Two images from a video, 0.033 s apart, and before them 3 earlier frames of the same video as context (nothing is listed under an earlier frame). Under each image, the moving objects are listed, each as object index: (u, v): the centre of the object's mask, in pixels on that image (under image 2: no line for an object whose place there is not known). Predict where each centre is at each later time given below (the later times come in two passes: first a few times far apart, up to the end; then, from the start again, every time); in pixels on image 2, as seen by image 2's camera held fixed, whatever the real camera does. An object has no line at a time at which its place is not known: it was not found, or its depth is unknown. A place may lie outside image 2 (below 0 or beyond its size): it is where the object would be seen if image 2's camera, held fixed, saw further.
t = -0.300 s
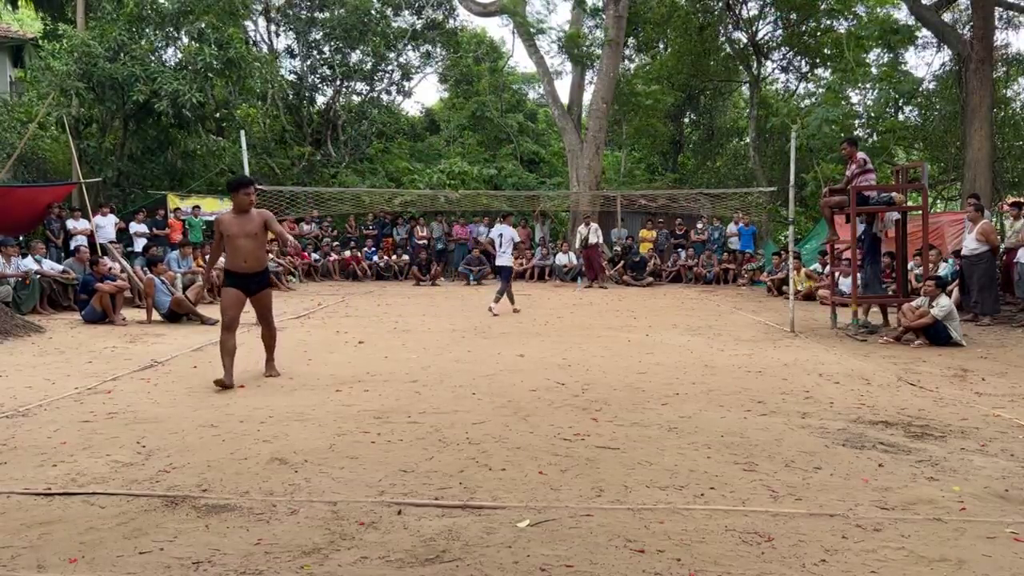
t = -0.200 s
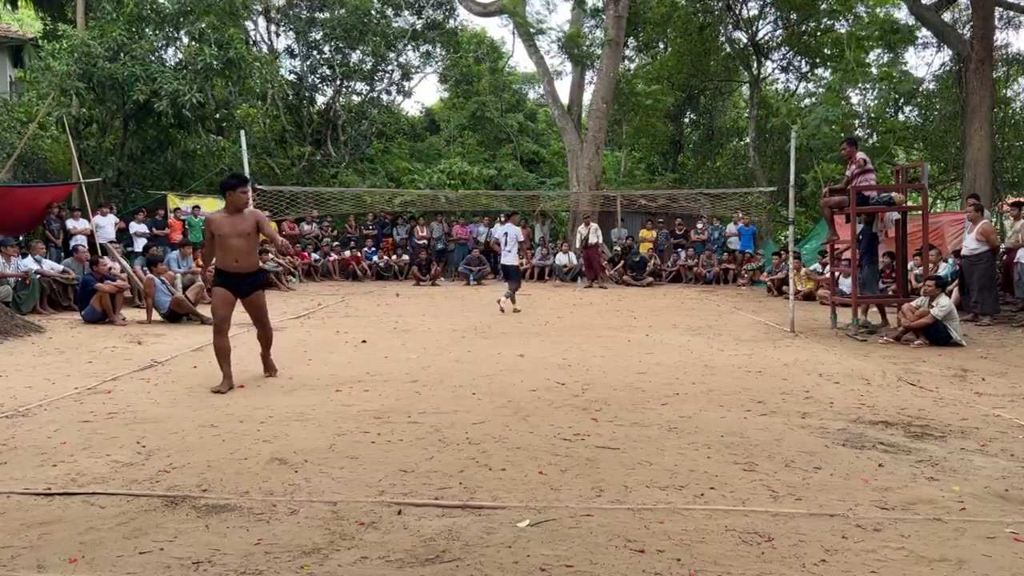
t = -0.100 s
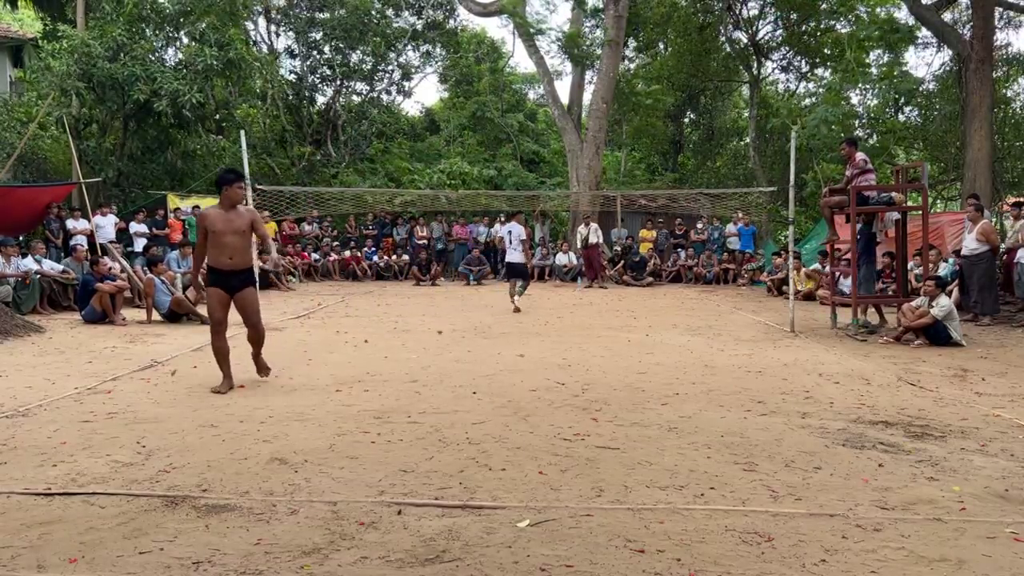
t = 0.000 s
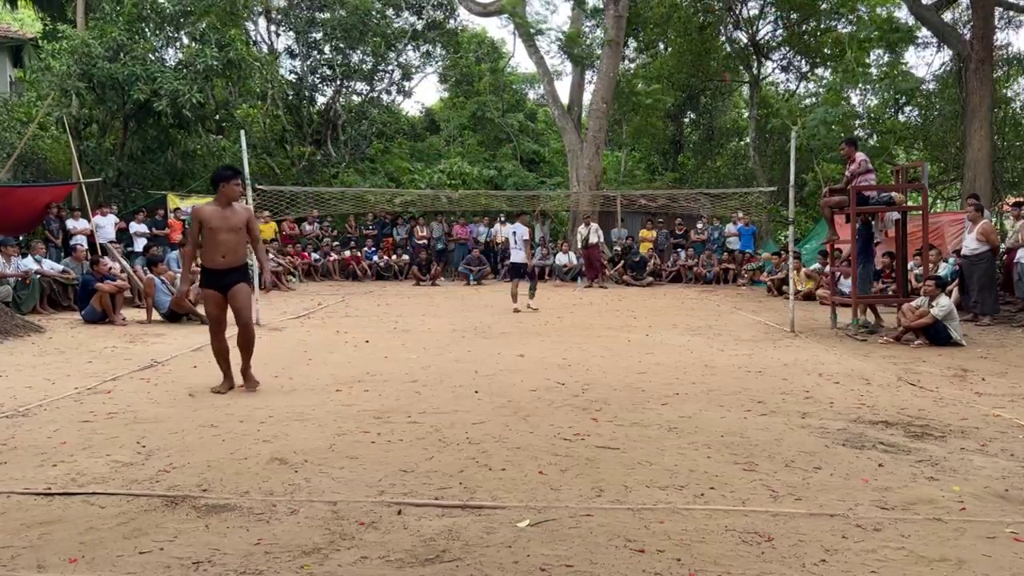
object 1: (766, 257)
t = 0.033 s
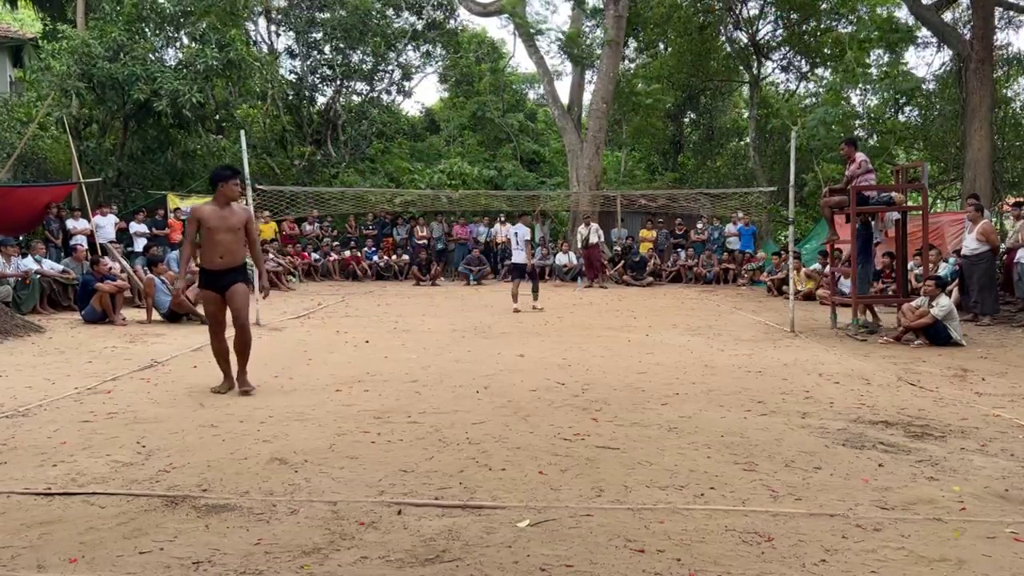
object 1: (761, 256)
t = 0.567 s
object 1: (679, 313)
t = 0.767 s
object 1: (663, 299)
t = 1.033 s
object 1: (641, 337)
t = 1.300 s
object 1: (616, 330)
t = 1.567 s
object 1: (592, 352)
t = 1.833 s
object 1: (568, 371)
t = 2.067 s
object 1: (550, 382)
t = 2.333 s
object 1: (524, 397)
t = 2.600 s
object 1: (501, 411)
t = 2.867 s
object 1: (479, 426)
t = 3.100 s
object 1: (456, 445)
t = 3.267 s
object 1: (438, 460)
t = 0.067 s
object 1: (757, 256)
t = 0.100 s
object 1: (751, 258)
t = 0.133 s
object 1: (746, 259)
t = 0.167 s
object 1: (740, 262)
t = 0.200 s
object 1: (735, 265)
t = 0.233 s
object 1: (730, 269)
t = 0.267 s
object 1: (724, 275)
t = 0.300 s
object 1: (717, 280)
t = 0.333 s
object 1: (712, 287)
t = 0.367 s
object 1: (706, 295)
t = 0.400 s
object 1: (700, 304)
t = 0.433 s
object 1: (694, 315)
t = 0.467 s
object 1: (688, 326)
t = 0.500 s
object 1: (685, 325)
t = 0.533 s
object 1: (682, 318)
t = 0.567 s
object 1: (679, 313)
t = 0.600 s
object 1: (677, 309)
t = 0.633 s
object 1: (674, 305)
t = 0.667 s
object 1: (671, 302)
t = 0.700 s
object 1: (669, 300)
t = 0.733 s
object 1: (666, 299)
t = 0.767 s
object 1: (663, 299)
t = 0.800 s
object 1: (660, 300)
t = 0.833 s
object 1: (657, 303)
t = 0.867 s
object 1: (655, 305)
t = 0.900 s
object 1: (652, 309)
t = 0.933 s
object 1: (649, 315)
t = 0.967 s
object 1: (646, 321)
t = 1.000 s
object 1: (643, 328)
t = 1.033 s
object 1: (641, 337)
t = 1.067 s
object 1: (637, 345)
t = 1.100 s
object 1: (634, 340)
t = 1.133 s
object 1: (631, 336)
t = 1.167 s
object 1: (628, 333)
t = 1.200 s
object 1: (625, 330)
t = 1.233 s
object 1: (623, 329)
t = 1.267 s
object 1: (619, 329)
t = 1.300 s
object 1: (616, 330)
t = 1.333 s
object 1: (613, 332)
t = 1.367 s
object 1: (610, 336)
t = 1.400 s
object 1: (607, 340)
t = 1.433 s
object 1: (604, 346)
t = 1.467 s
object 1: (601, 353)
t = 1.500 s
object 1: (598, 359)
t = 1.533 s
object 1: (595, 355)
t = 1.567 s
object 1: (592, 352)
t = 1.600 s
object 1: (589, 351)
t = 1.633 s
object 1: (586, 351)
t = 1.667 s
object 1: (583, 351)
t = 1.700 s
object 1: (580, 354)
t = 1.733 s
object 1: (577, 358)
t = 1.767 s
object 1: (574, 363)
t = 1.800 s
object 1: (571, 370)
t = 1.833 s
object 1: (568, 371)
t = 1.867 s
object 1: (566, 369)
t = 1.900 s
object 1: (563, 368)
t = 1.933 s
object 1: (561, 370)
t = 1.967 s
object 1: (558, 372)
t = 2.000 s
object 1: (556, 377)
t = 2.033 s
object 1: (553, 382)
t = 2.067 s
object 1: (550, 382)
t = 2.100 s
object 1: (547, 382)
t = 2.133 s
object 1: (543, 383)
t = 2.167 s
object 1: (540, 386)
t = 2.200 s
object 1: (536, 391)
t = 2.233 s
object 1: (534, 391)
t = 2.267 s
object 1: (530, 391)
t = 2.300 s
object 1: (527, 393)
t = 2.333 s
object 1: (524, 397)
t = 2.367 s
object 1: (521, 397)
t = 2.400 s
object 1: (519, 396)
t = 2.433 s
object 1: (516, 397)
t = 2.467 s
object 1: (513, 400)
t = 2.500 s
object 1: (510, 405)
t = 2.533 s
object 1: (507, 408)
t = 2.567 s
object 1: (504, 410)
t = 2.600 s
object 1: (501, 411)
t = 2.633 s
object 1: (498, 412)
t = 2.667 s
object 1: (495, 413)
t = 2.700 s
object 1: (493, 414)
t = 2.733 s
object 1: (491, 417)
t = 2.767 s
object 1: (488, 419)
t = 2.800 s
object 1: (485, 420)
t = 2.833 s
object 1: (482, 422)
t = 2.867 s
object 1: (479, 426)
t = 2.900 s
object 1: (475, 428)
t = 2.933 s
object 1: (472, 430)
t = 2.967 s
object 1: (469, 433)
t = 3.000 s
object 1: (466, 436)
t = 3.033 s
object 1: (462, 439)
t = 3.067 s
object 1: (459, 443)
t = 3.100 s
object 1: (456, 445)
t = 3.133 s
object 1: (452, 448)
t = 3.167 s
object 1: (449, 452)
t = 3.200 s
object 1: (445, 453)
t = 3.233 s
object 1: (442, 457)
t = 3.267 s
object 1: (438, 460)
